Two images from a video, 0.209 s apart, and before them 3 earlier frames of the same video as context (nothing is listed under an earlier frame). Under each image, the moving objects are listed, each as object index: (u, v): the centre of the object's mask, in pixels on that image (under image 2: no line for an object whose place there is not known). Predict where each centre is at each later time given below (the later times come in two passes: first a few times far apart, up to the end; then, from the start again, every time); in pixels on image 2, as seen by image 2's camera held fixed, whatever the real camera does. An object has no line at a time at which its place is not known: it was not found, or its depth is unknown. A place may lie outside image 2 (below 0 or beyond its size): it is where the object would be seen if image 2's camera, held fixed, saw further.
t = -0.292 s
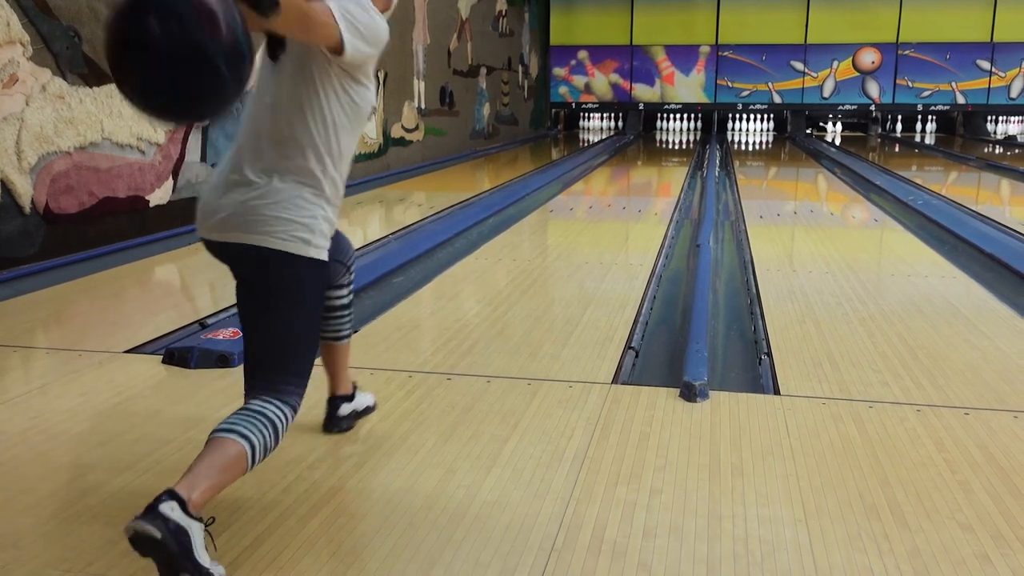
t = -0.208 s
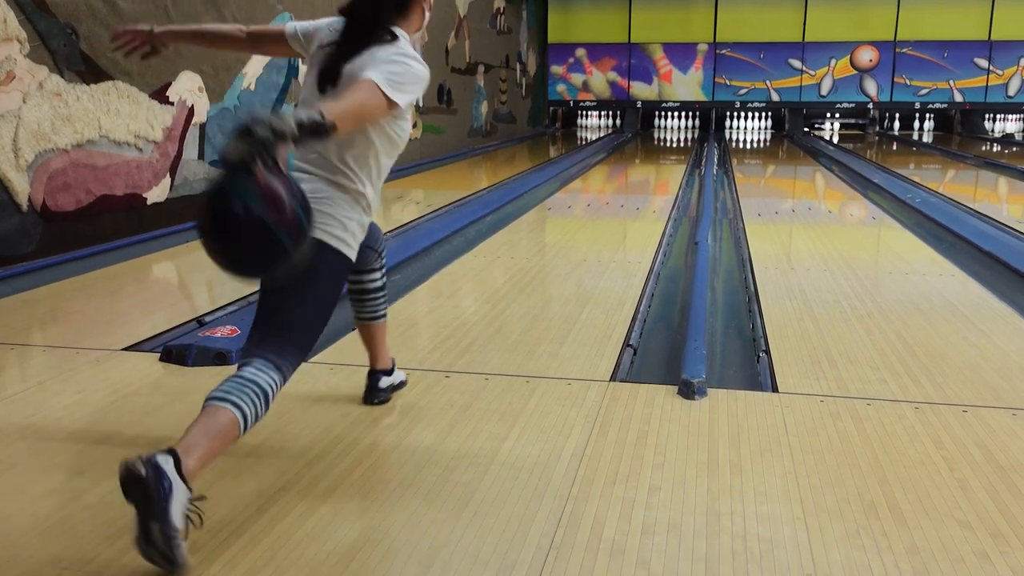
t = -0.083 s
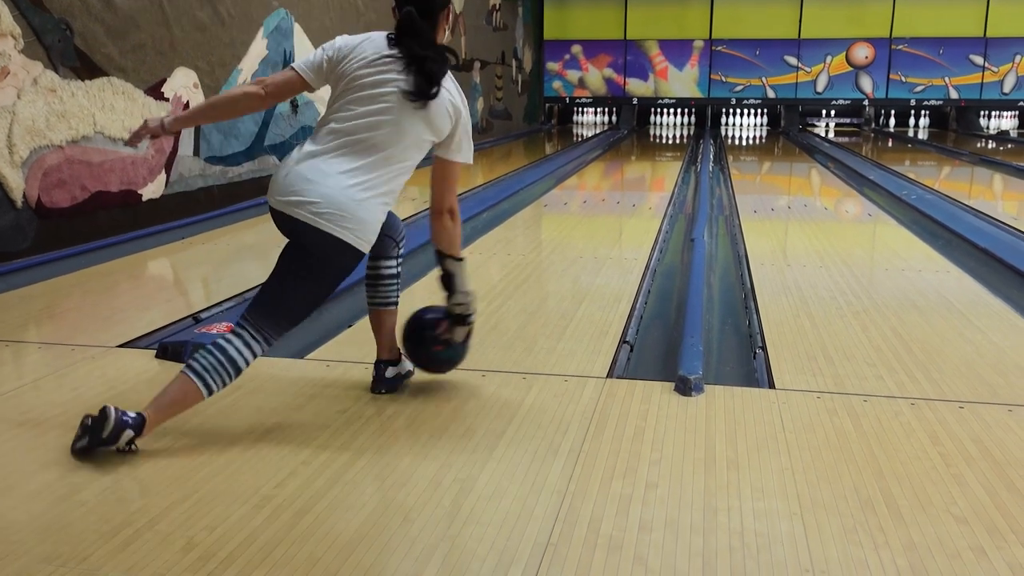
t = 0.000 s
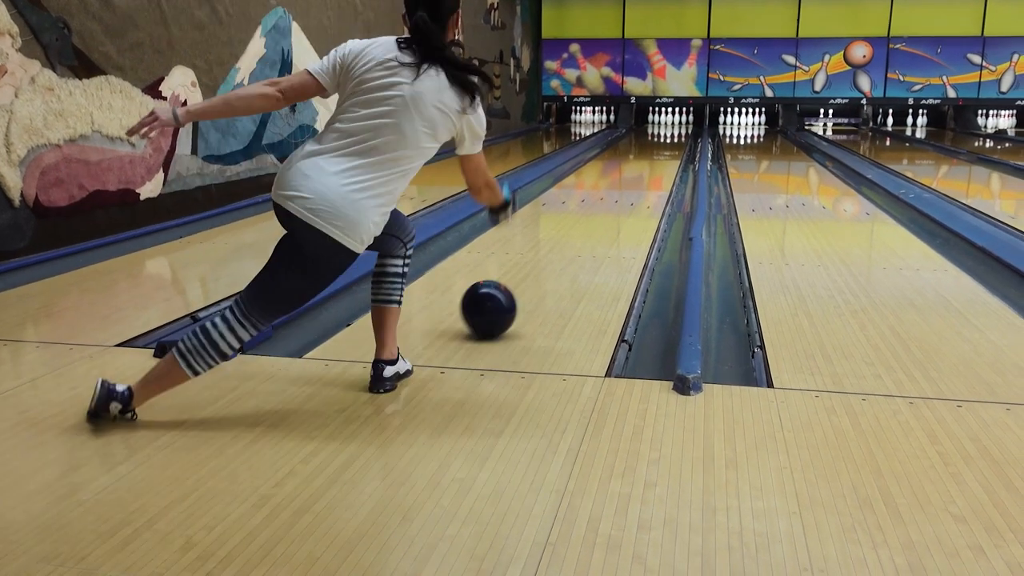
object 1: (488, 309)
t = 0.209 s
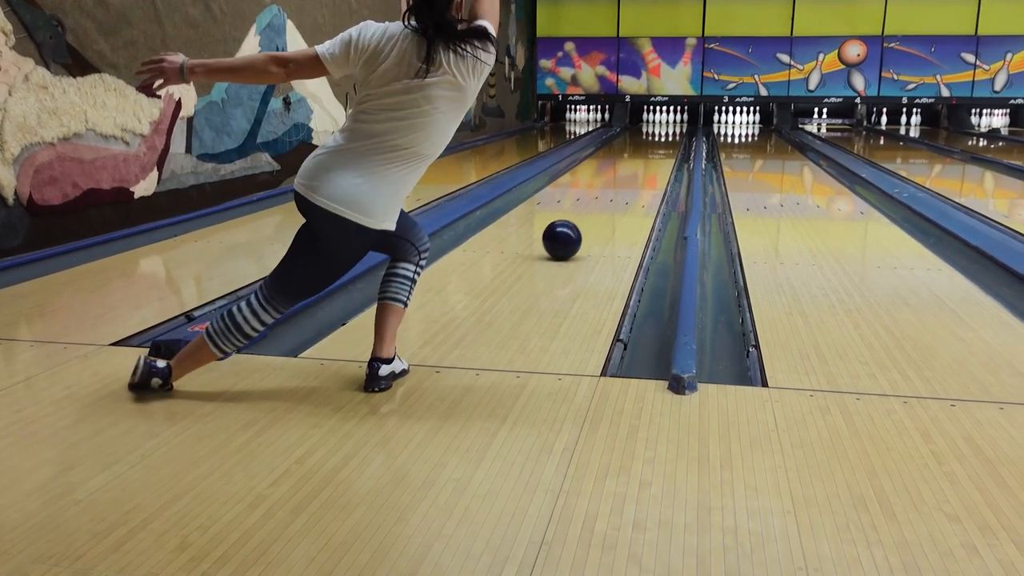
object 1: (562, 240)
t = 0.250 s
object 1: (572, 230)
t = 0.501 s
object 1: (614, 192)
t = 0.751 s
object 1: (639, 170)
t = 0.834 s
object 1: (645, 164)
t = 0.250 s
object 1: (572, 230)
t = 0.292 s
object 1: (581, 222)
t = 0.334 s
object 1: (589, 215)
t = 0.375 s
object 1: (596, 208)
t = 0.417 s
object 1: (603, 203)
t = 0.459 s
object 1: (609, 197)
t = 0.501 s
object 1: (614, 192)
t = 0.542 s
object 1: (619, 188)
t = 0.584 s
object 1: (624, 184)
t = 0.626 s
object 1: (628, 180)
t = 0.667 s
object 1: (632, 176)
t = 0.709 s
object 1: (635, 173)
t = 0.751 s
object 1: (639, 170)
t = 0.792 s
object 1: (642, 167)
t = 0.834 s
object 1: (645, 164)
